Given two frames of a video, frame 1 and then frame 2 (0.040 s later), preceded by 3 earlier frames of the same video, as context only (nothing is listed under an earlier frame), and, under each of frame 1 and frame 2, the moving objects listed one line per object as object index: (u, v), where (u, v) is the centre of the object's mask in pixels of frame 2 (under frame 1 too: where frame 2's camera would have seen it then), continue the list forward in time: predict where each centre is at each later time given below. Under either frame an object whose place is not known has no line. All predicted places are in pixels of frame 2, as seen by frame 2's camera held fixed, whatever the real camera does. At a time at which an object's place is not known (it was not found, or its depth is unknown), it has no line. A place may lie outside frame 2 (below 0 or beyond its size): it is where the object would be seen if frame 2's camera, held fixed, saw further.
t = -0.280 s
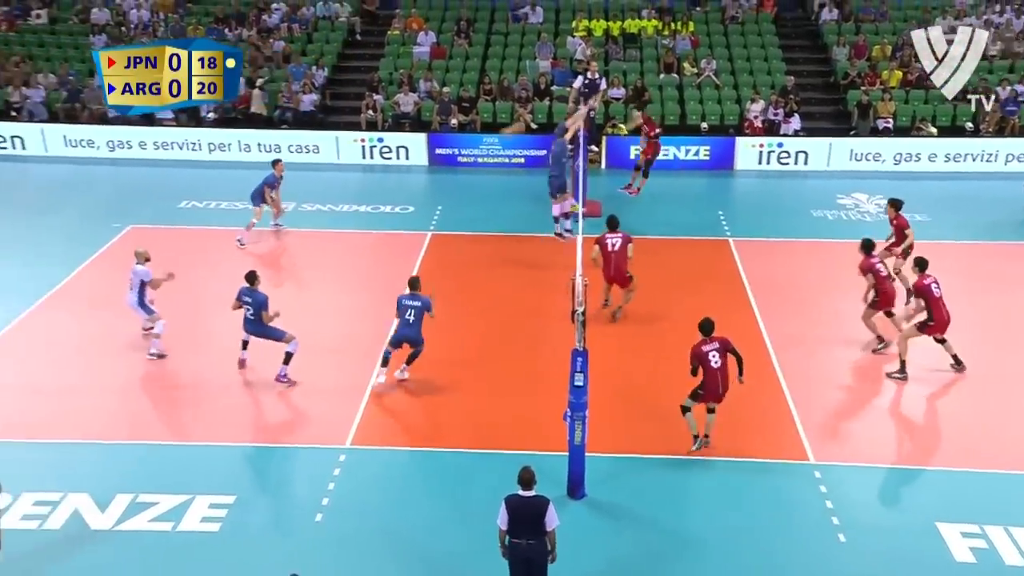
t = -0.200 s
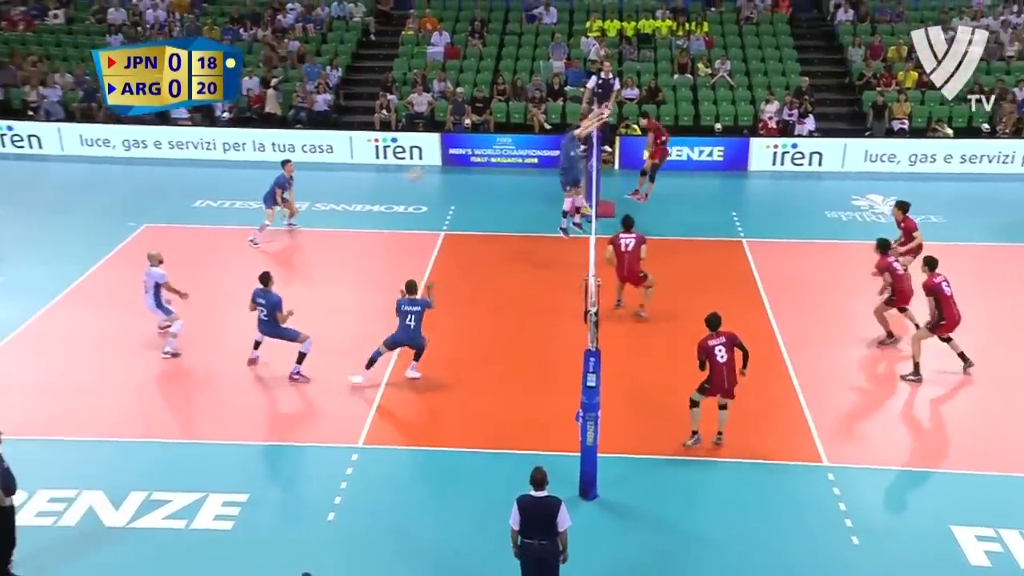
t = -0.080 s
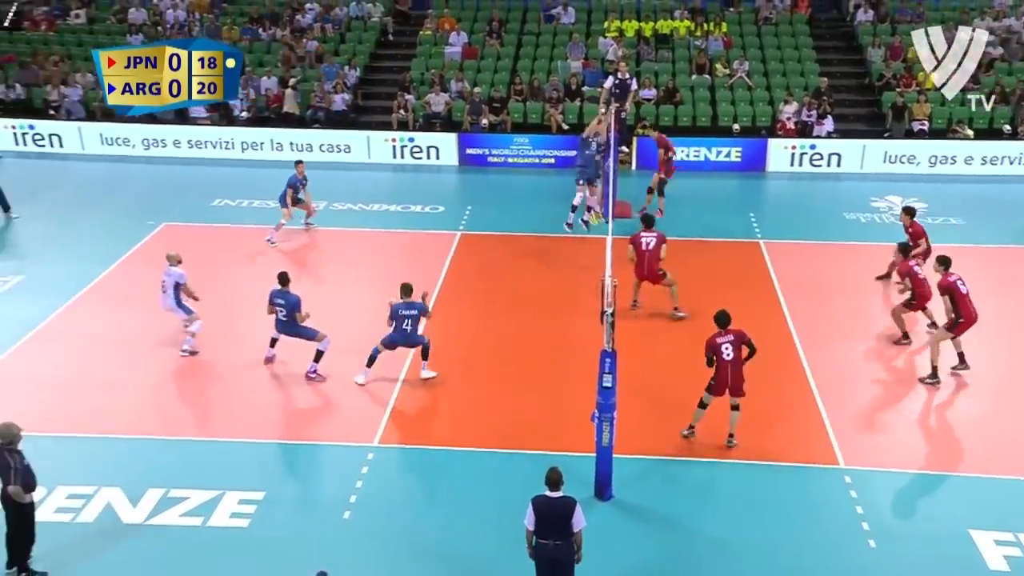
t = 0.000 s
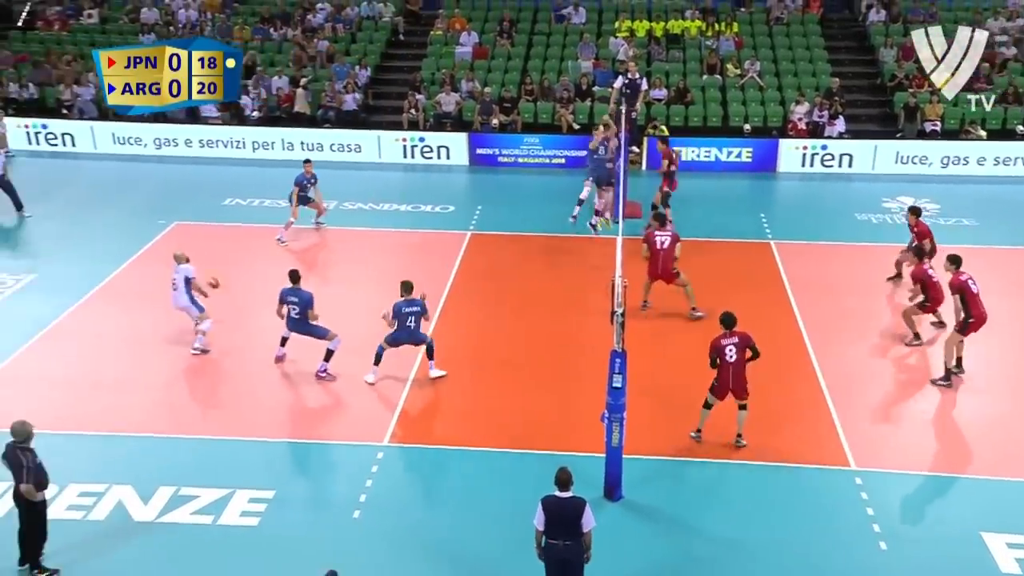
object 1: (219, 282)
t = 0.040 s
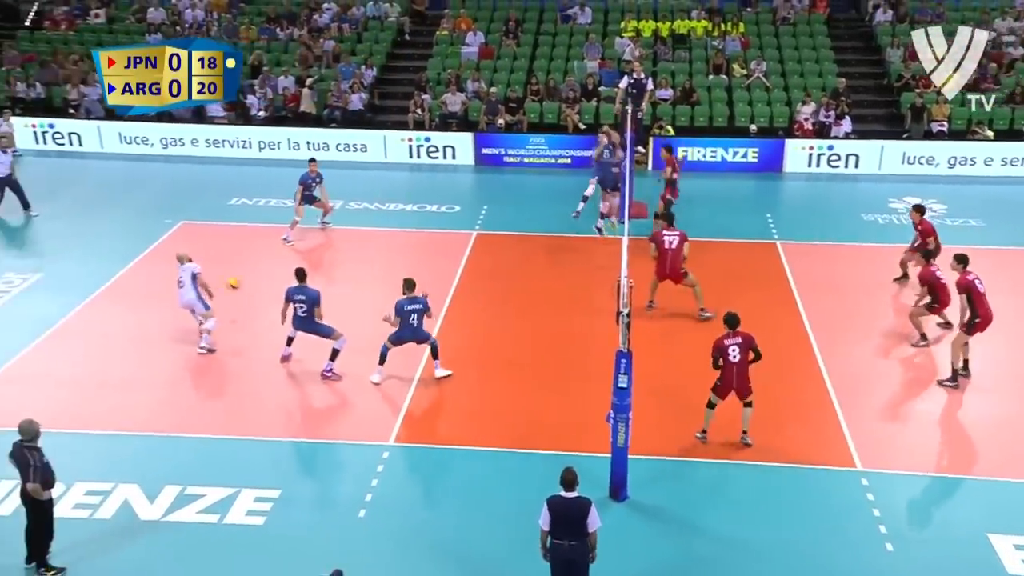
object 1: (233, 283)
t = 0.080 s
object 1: (246, 286)
